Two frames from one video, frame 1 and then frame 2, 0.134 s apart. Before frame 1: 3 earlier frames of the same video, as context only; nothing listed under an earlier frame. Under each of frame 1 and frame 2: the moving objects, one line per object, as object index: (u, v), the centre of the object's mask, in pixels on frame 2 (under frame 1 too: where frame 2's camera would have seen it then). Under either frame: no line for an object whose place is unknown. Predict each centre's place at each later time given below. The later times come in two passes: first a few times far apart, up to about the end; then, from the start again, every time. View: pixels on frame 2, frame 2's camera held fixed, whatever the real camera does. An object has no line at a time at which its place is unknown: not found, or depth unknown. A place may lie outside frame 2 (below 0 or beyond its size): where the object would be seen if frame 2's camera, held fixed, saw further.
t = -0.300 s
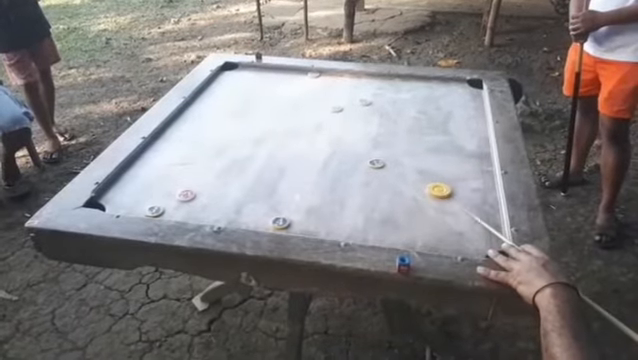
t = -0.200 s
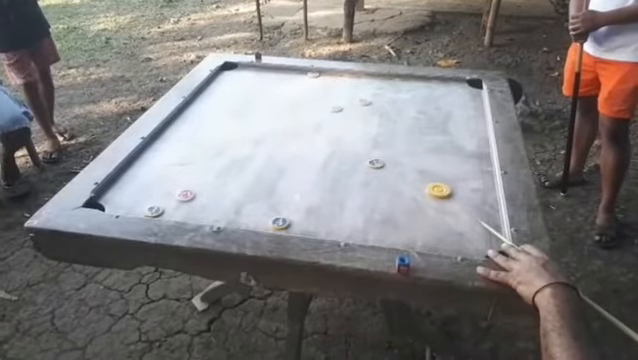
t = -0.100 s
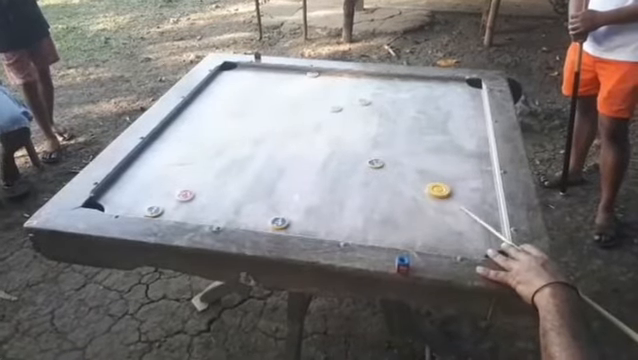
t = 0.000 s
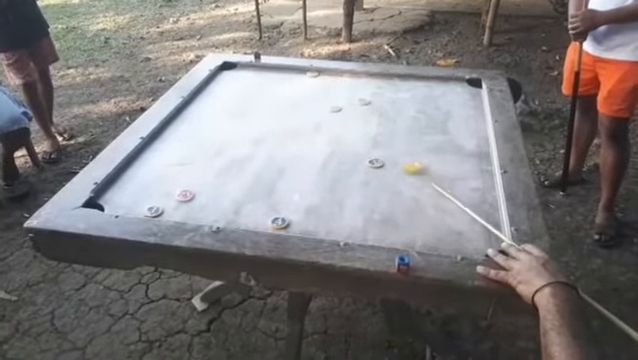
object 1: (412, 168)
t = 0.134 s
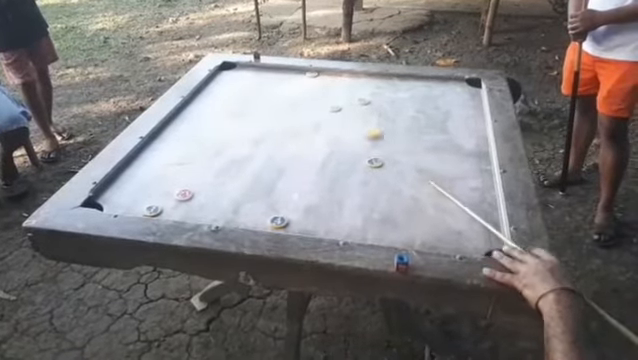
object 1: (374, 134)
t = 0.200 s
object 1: (359, 121)
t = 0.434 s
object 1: (340, 95)
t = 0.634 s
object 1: (337, 84)
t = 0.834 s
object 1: (333, 76)
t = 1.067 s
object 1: (332, 77)
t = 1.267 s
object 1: (333, 77)
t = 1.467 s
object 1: (332, 77)
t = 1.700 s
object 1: (333, 77)
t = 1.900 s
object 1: (333, 77)
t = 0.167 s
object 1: (368, 126)
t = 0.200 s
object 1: (359, 121)
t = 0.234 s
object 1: (351, 115)
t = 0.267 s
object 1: (347, 110)
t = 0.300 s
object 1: (346, 107)
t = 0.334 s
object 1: (344, 103)
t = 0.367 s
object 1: (342, 101)
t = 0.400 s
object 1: (341, 98)
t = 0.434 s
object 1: (340, 95)
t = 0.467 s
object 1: (339, 93)
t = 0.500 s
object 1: (338, 91)
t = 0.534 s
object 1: (338, 89)
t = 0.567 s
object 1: (337, 87)
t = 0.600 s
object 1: (337, 85)
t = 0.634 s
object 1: (337, 84)
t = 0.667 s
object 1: (337, 82)
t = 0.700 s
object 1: (336, 80)
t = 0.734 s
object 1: (336, 79)
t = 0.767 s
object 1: (333, 77)
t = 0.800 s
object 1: (333, 76)
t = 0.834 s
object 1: (333, 76)
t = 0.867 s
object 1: (333, 76)
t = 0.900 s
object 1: (332, 77)
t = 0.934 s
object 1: (332, 77)
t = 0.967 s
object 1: (332, 76)
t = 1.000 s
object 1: (332, 77)
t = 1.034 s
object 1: (333, 77)
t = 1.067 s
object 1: (332, 77)
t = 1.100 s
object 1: (333, 77)
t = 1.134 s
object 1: (333, 77)
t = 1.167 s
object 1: (333, 77)
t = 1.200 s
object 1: (333, 77)
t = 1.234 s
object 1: (333, 77)
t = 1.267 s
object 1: (333, 77)
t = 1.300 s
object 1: (333, 77)
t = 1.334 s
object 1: (333, 77)
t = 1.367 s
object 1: (333, 77)
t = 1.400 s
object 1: (332, 77)
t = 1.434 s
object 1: (333, 77)
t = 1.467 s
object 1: (332, 77)
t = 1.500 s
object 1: (332, 77)
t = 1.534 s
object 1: (333, 77)
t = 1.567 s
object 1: (332, 77)
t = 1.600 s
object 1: (332, 77)
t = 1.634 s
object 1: (333, 77)
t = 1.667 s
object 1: (333, 77)
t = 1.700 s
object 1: (333, 77)
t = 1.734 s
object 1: (333, 77)
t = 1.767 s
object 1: (333, 77)
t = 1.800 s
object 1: (333, 77)
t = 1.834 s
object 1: (332, 77)
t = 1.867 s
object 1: (333, 77)
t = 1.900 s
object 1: (333, 77)
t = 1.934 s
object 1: (333, 77)
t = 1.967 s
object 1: (332, 77)
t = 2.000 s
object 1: (333, 77)
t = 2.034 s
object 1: (332, 77)
